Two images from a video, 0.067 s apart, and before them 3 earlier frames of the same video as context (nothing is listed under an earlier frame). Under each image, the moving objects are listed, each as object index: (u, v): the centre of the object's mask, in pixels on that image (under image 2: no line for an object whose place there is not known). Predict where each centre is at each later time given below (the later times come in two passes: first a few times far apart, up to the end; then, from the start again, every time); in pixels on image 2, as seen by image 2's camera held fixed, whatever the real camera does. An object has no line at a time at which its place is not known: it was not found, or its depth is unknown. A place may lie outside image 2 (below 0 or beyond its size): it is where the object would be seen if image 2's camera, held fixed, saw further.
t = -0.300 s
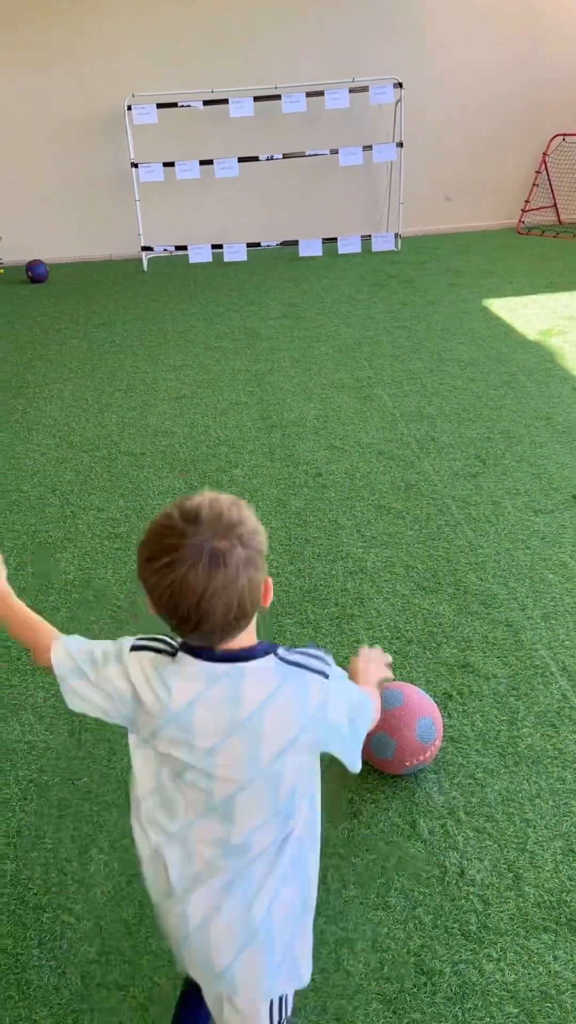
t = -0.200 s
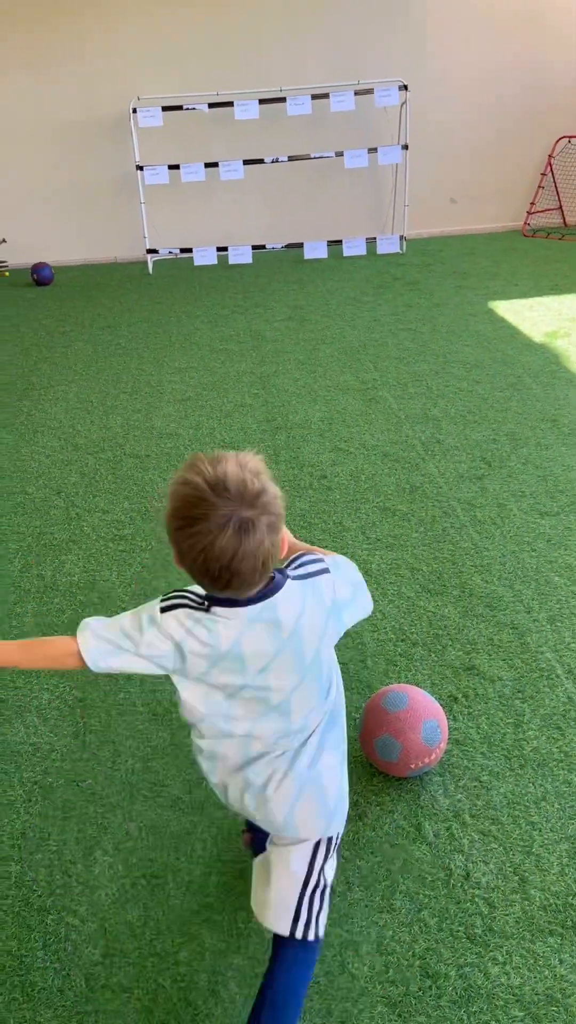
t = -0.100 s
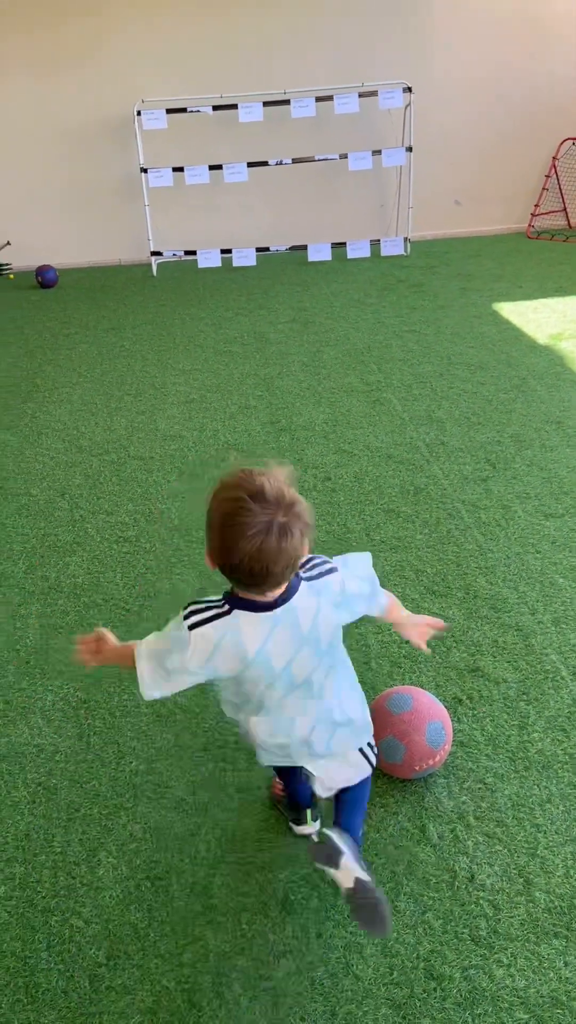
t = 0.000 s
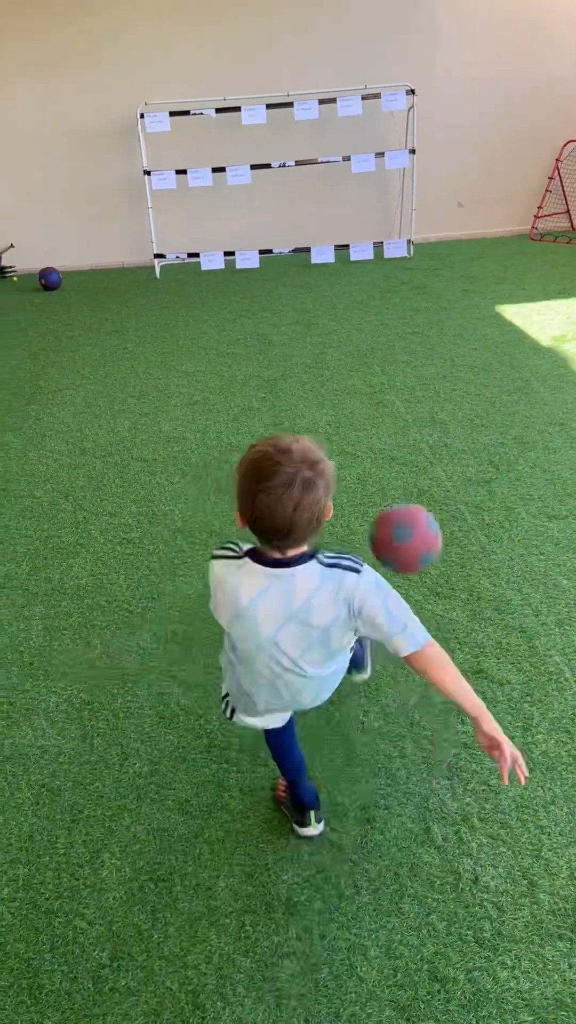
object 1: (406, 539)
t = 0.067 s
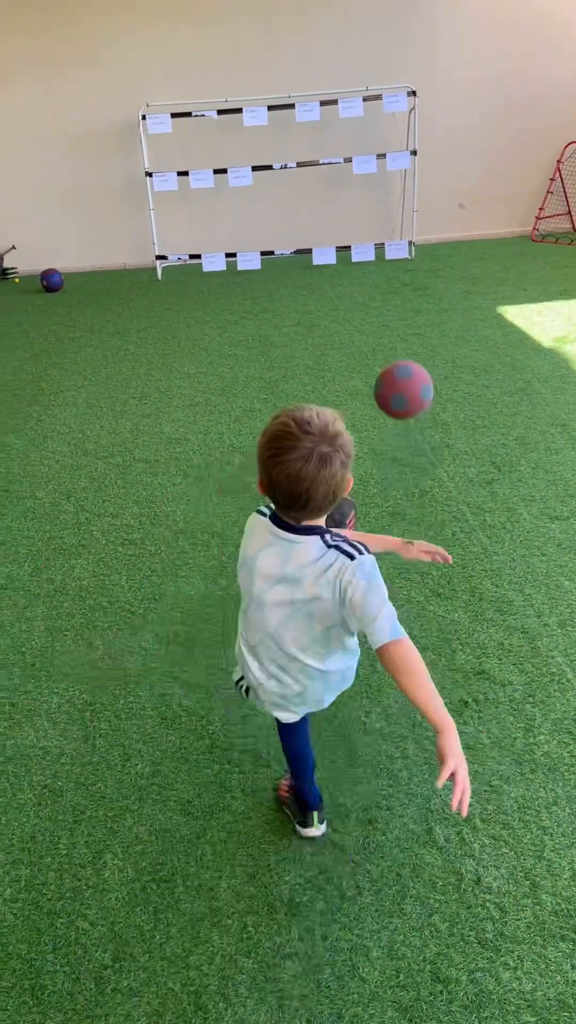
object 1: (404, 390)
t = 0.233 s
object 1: (399, 213)
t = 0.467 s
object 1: (399, 151)
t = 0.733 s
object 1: (359, 169)
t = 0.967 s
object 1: (284, 244)
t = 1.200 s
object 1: (228, 231)
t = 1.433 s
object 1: (177, 245)
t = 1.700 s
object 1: (116, 268)
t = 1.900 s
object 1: (74, 274)
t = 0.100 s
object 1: (402, 338)
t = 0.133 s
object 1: (401, 296)
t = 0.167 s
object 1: (400, 262)
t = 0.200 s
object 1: (399, 235)
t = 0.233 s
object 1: (399, 213)
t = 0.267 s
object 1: (399, 195)
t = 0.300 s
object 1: (399, 182)
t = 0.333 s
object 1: (399, 171)
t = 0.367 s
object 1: (399, 163)
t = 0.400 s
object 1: (399, 157)
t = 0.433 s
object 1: (399, 153)
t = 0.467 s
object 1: (399, 151)
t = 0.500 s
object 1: (399, 149)
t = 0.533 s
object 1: (400, 150)
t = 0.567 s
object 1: (400, 151)
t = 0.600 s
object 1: (400, 153)
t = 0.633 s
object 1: (395, 155)
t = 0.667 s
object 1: (380, 158)
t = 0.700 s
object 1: (370, 163)
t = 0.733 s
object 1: (359, 169)
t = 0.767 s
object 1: (347, 176)
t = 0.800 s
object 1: (336, 184)
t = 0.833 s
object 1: (325, 194)
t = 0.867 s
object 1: (315, 204)
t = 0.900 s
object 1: (304, 216)
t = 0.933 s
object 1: (294, 229)
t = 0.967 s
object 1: (284, 244)
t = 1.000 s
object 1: (274, 259)
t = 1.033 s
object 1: (266, 258)
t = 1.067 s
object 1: (259, 250)
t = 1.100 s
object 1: (252, 243)
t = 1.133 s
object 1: (243, 238)
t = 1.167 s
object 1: (236, 234)
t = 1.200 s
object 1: (228, 231)
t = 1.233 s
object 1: (221, 229)
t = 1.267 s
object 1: (213, 228)
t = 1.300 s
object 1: (206, 228)
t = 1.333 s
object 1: (199, 230)
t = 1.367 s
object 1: (191, 233)
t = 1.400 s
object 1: (184, 238)
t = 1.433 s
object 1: (177, 245)
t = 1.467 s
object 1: (170, 252)
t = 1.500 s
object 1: (164, 260)
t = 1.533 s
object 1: (157, 269)
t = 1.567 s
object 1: (150, 281)
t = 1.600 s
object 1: (143, 282)
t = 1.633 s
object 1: (133, 276)
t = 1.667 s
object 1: (125, 271)
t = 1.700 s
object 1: (116, 268)
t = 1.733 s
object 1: (108, 266)
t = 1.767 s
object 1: (100, 265)
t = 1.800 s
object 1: (92, 264)
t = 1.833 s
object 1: (84, 266)
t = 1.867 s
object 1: (77, 269)
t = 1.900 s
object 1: (74, 274)
